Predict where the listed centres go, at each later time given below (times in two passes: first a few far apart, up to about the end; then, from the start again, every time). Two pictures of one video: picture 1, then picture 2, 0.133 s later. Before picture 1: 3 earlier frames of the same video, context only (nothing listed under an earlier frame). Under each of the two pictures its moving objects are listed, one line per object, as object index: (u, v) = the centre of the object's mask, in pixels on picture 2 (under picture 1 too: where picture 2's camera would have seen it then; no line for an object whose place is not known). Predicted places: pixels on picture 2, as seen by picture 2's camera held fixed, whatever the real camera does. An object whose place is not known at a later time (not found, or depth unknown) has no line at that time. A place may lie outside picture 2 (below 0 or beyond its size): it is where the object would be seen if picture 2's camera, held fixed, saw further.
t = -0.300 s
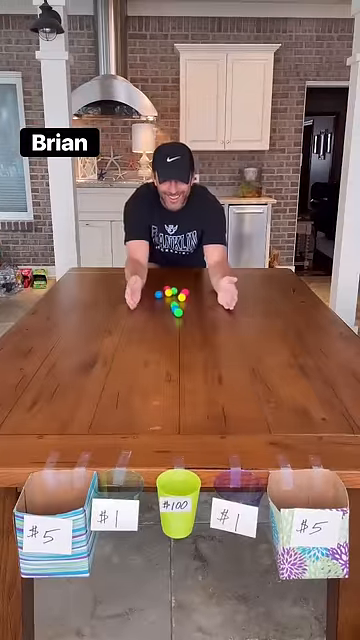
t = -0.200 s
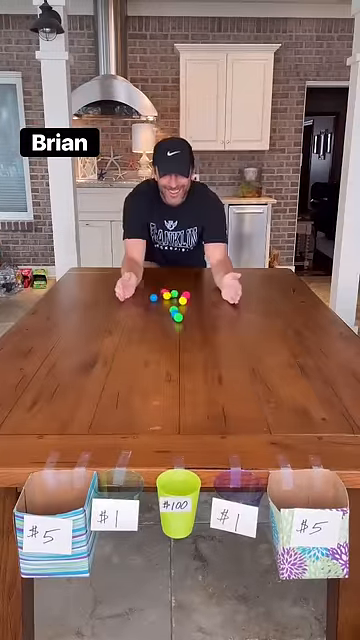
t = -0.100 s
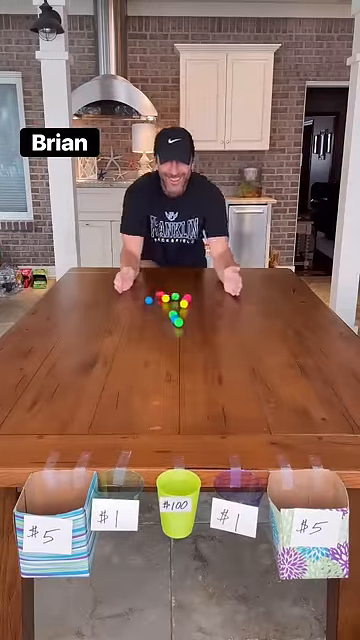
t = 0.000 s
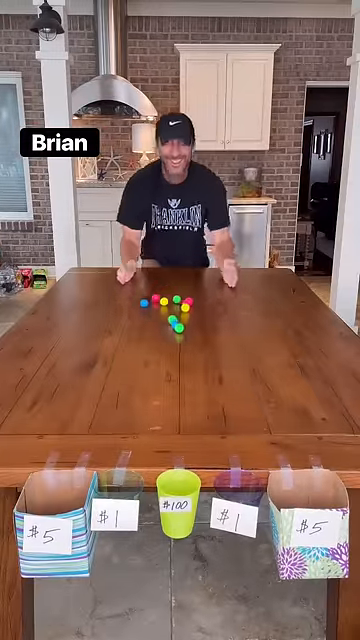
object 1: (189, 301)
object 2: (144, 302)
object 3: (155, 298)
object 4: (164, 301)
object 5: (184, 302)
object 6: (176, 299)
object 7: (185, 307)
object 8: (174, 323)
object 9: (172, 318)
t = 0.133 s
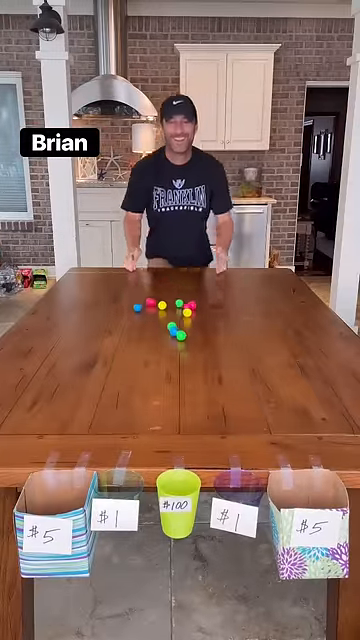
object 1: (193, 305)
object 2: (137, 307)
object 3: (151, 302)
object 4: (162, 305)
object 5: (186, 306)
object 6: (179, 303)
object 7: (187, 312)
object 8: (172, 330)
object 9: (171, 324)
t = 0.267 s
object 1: (195, 309)
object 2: (131, 312)
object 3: (144, 306)
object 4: (160, 309)
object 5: (188, 311)
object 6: (182, 307)
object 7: (189, 317)
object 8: (172, 337)
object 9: (171, 331)
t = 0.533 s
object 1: (201, 319)
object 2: (119, 321)
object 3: (133, 315)
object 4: (158, 318)
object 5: (192, 321)
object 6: (189, 315)
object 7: (195, 328)
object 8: (170, 352)
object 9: (172, 346)
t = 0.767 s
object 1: (205, 327)
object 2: (109, 329)
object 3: (124, 323)
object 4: (157, 326)
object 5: (193, 330)
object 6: (199, 323)
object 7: (201, 337)
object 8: (168, 368)
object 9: (175, 362)
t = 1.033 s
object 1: (212, 337)
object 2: (99, 339)
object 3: (113, 332)
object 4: (158, 334)
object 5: (197, 339)
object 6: (210, 331)
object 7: (211, 348)
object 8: (168, 388)
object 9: (179, 381)
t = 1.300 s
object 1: (219, 347)
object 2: (90, 350)
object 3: (100, 344)
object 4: (160, 344)
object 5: (201, 349)
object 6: (224, 343)
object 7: (223, 359)
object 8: (170, 413)
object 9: (183, 402)
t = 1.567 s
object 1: (226, 357)
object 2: (83, 361)
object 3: (89, 354)
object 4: (165, 354)
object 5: (207, 360)
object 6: (237, 354)
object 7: (237, 370)
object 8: (171, 442)
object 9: (189, 427)
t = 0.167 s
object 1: (193, 306)
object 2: (136, 308)
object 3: (149, 303)
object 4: (161, 306)
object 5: (187, 307)
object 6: (180, 304)
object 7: (187, 314)
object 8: (172, 331)
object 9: (171, 326)
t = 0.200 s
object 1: (194, 307)
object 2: (134, 309)
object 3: (147, 304)
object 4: (161, 307)
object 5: (188, 308)
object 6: (180, 305)
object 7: (188, 315)
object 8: (172, 333)
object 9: (171, 328)
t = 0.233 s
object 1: (194, 308)
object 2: (132, 311)
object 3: (145, 305)
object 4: (160, 308)
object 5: (188, 309)
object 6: (181, 306)
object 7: (188, 316)
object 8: (172, 335)
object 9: (171, 329)
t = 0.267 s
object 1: (195, 309)
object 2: (131, 312)
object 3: (144, 306)
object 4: (160, 309)
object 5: (188, 311)
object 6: (182, 307)
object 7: (189, 317)
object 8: (172, 337)
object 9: (171, 331)
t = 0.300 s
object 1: (196, 310)
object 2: (129, 312)
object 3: (143, 307)
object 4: (160, 310)
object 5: (189, 312)
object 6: (183, 308)
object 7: (190, 318)
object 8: (172, 339)
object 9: (171, 333)
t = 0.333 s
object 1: (196, 312)
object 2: (128, 314)
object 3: (142, 308)
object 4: (160, 311)
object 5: (189, 313)
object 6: (184, 309)
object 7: (190, 320)
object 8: (172, 341)
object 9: (171, 335)
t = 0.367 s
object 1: (197, 312)
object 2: (126, 315)
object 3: (141, 308)
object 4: (159, 312)
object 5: (190, 314)
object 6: (184, 310)
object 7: (191, 321)
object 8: (172, 342)
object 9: (171, 337)
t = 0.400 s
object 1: (197, 314)
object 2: (125, 316)
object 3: (140, 309)
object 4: (159, 313)
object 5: (190, 315)
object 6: (185, 311)
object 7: (191, 323)
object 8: (171, 344)
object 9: (171, 339)
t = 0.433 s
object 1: (198, 315)
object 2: (123, 317)
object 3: (138, 310)
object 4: (159, 314)
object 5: (190, 317)
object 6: (186, 312)
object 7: (192, 324)
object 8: (171, 346)
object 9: (171, 340)
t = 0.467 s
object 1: (199, 316)
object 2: (122, 318)
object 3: (137, 311)
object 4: (158, 315)
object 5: (191, 318)
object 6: (187, 313)
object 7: (193, 326)
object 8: (171, 348)
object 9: (171, 342)
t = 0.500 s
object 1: (199, 318)
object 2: (120, 319)
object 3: (135, 313)
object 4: (158, 316)
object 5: (191, 319)
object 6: (188, 314)
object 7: (194, 327)
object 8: (171, 350)
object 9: (172, 344)
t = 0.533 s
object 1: (201, 319)
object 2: (119, 321)
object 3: (133, 315)
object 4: (158, 318)
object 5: (192, 321)
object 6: (189, 315)
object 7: (195, 328)
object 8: (170, 352)
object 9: (172, 346)
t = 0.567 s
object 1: (201, 320)
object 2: (118, 321)
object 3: (132, 315)
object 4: (158, 319)
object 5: (192, 322)
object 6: (191, 316)
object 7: (196, 330)
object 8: (170, 354)
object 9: (173, 349)
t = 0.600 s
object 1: (202, 321)
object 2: (116, 323)
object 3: (131, 316)
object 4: (158, 320)
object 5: (191, 323)
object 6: (192, 316)
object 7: (197, 331)
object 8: (169, 357)
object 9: (173, 351)
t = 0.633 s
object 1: (203, 322)
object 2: (115, 324)
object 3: (130, 318)
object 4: (157, 321)
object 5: (192, 325)
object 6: (194, 318)
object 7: (197, 332)
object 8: (169, 359)
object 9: (174, 353)
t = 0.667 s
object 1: (204, 324)
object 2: (113, 325)
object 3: (129, 319)
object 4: (157, 322)
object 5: (192, 326)
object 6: (195, 319)
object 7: (198, 333)
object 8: (169, 361)
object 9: (174, 355)
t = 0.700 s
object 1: (204, 325)
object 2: (112, 326)
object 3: (128, 320)
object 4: (157, 323)
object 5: (192, 327)
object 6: (196, 321)
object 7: (199, 335)
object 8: (169, 364)
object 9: (175, 357)
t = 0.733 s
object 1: (205, 326)
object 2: (110, 328)
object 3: (125, 322)
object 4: (157, 324)
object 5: (192, 329)
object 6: (197, 322)
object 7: (200, 336)
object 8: (168, 366)
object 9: (175, 359)
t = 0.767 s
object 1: (205, 327)
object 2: (109, 329)
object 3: (124, 323)
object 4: (157, 326)
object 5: (193, 330)
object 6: (199, 323)
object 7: (201, 337)
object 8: (168, 368)
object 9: (175, 362)
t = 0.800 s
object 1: (206, 329)
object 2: (108, 331)
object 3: (122, 324)
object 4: (157, 327)
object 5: (193, 331)
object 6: (200, 325)
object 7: (203, 339)
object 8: (168, 370)
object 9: (175, 364)
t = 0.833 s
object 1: (207, 330)
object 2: (106, 332)
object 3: (121, 325)
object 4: (157, 328)
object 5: (194, 332)
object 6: (201, 325)
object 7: (204, 340)
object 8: (168, 373)
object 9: (176, 366)
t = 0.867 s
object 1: (207, 331)
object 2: (105, 333)
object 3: (120, 326)
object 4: (157, 329)
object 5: (194, 333)
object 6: (202, 327)
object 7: (205, 341)
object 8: (168, 375)
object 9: (176, 369)
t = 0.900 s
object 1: (208, 332)
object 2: (103, 334)
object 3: (118, 328)
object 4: (157, 330)
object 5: (196, 334)
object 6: (204, 327)
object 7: (206, 342)
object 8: (168, 378)
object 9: (177, 371)
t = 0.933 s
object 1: (210, 333)
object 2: (102, 335)
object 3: (117, 329)
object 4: (157, 331)
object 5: (196, 335)
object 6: (206, 328)
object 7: (207, 344)
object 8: (168, 381)
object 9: (177, 373)
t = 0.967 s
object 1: (211, 335)
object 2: (101, 337)
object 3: (116, 330)
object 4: (157, 332)
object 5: (196, 336)
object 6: (207, 330)
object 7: (209, 345)
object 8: (169, 383)
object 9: (178, 376)
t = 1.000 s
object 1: (211, 336)
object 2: (100, 338)
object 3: (115, 331)
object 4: (158, 333)
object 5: (197, 338)
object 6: (208, 331)
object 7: (210, 346)
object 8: (169, 386)
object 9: (178, 378)
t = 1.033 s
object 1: (212, 337)
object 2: (99, 339)
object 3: (113, 332)
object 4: (158, 334)
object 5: (197, 339)
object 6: (210, 331)
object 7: (211, 348)
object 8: (168, 388)
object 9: (179, 381)
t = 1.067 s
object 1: (213, 339)
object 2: (97, 341)
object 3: (111, 334)
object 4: (158, 336)
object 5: (198, 341)
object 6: (213, 332)
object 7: (212, 349)
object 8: (168, 391)
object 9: (179, 383)
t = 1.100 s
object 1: (214, 340)
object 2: (96, 342)
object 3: (110, 335)
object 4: (158, 337)
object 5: (198, 341)
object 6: (214, 334)
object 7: (214, 350)
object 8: (168, 394)
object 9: (180, 386)
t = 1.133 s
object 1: (215, 341)
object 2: (95, 343)
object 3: (108, 337)
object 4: (159, 338)
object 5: (199, 343)
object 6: (216, 335)
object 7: (215, 352)
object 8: (168, 397)
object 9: (180, 389)
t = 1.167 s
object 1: (215, 343)
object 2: (94, 344)
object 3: (107, 338)
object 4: (159, 339)
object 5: (199, 344)
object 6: (217, 336)
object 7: (217, 353)
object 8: (169, 400)
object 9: (181, 391)
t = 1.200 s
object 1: (216, 344)
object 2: (93, 346)
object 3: (105, 340)
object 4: (159, 341)
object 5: (200, 345)
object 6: (219, 338)
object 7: (218, 355)
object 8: (169, 403)
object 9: (181, 394)
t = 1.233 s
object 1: (217, 345)
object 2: (92, 347)
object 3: (103, 341)
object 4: (159, 342)
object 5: (200, 347)
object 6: (221, 340)
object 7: (220, 356)
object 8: (169, 406)
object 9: (182, 397)
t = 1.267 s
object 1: (218, 346)
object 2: (91, 349)
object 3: (102, 342)
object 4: (160, 343)
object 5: (201, 348)
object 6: (223, 341)
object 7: (222, 358)
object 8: (170, 409)
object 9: (182, 399)
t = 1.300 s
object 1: (219, 347)
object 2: (90, 350)
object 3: (100, 344)
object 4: (160, 344)
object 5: (201, 349)
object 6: (224, 343)
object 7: (223, 359)
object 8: (170, 413)
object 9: (183, 402)
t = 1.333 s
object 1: (220, 348)
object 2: (89, 351)
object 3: (99, 345)
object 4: (161, 345)
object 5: (202, 351)
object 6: (226, 344)
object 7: (225, 360)
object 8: (170, 416)
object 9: (184, 406)
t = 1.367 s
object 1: (221, 350)
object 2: (88, 353)
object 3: (98, 347)
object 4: (161, 346)
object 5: (203, 352)
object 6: (227, 345)
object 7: (227, 362)
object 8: (170, 419)
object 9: (185, 408)
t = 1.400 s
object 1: (222, 351)
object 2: (87, 354)
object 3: (97, 348)
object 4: (162, 347)
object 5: (203, 353)
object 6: (229, 347)
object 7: (228, 363)
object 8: (171, 423)
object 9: (185, 412)
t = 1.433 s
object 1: (223, 352)
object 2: (86, 355)
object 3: (95, 349)
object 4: (162, 349)
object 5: (204, 354)
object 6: (230, 349)
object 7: (230, 364)
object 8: (171, 426)
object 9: (186, 414)
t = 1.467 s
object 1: (224, 354)
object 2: (85, 357)
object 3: (93, 351)
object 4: (163, 350)
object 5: (204, 356)
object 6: (232, 350)
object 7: (232, 366)
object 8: (171, 430)
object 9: (187, 418)
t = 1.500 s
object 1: (225, 355)
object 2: (85, 358)
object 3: (92, 352)
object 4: (163, 351)
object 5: (205, 357)
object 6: (234, 351)
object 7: (233, 368)
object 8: (171, 434)
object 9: (187, 421)
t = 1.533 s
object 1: (226, 357)
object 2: (84, 360)
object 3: (91, 353)
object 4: (164, 352)
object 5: (206, 358)
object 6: (236, 353)
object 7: (235, 369)
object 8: (171, 438)
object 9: (188, 424)
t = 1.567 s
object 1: (226, 357)
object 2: (83, 361)
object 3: (89, 354)
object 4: (165, 354)
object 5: (207, 360)
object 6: (237, 354)
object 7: (237, 370)
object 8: (171, 442)
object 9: (189, 427)
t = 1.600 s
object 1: (228, 359)
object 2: (82, 362)
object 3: (87, 356)
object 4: (165, 355)
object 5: (207, 361)
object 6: (239, 356)
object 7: (238, 371)
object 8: (172, 446)
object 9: (190, 430)
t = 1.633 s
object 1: (229, 360)
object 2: (82, 364)
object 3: (83, 357)
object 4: (166, 356)
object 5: (208, 363)
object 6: (241, 357)
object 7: (240, 373)
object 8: (173, 452)
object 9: (191, 434)
